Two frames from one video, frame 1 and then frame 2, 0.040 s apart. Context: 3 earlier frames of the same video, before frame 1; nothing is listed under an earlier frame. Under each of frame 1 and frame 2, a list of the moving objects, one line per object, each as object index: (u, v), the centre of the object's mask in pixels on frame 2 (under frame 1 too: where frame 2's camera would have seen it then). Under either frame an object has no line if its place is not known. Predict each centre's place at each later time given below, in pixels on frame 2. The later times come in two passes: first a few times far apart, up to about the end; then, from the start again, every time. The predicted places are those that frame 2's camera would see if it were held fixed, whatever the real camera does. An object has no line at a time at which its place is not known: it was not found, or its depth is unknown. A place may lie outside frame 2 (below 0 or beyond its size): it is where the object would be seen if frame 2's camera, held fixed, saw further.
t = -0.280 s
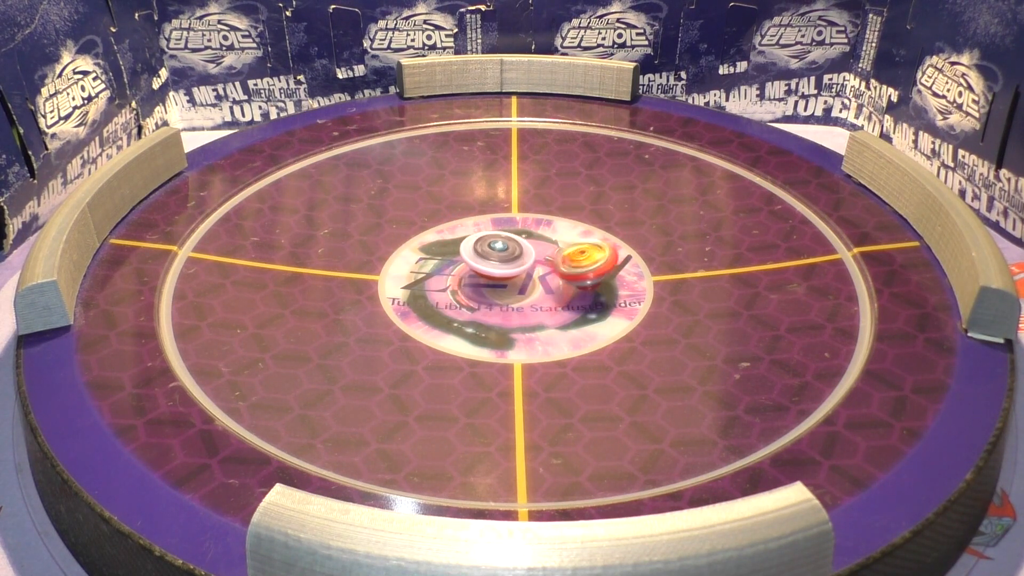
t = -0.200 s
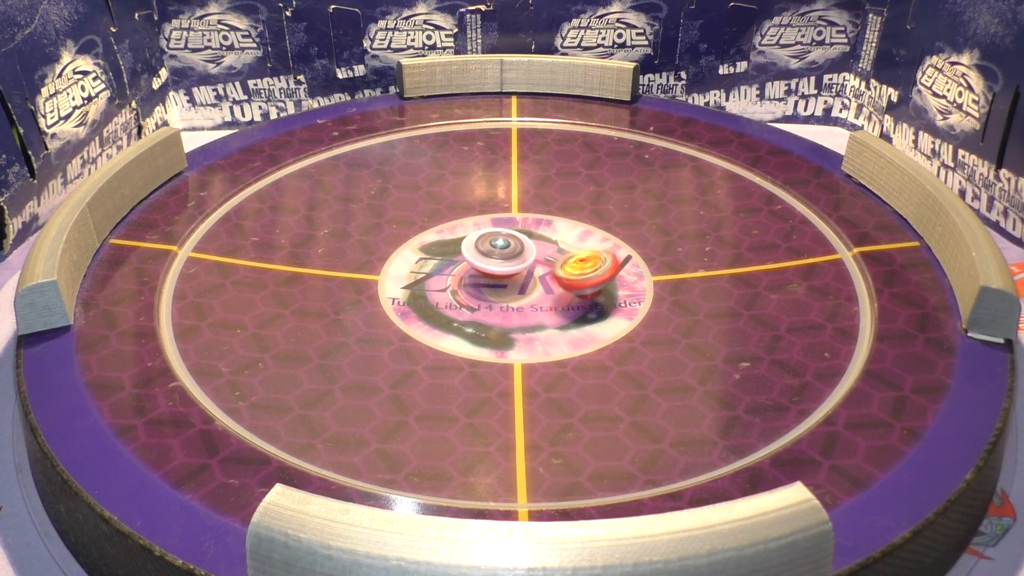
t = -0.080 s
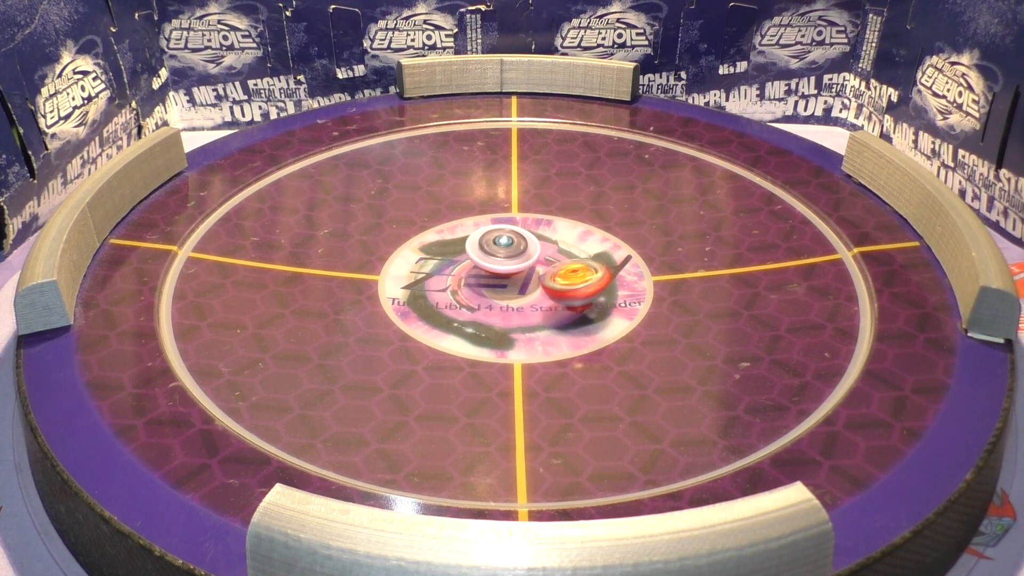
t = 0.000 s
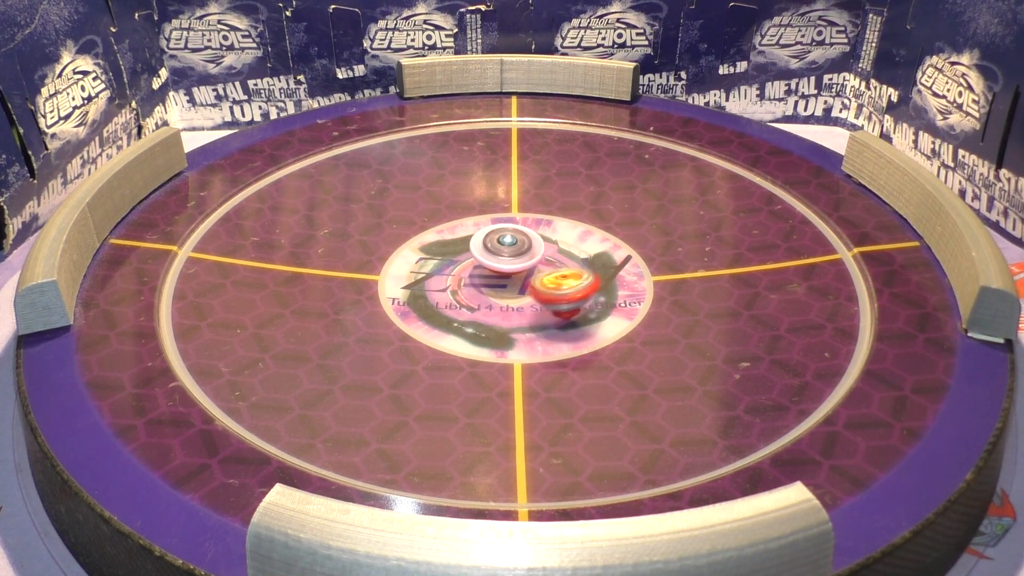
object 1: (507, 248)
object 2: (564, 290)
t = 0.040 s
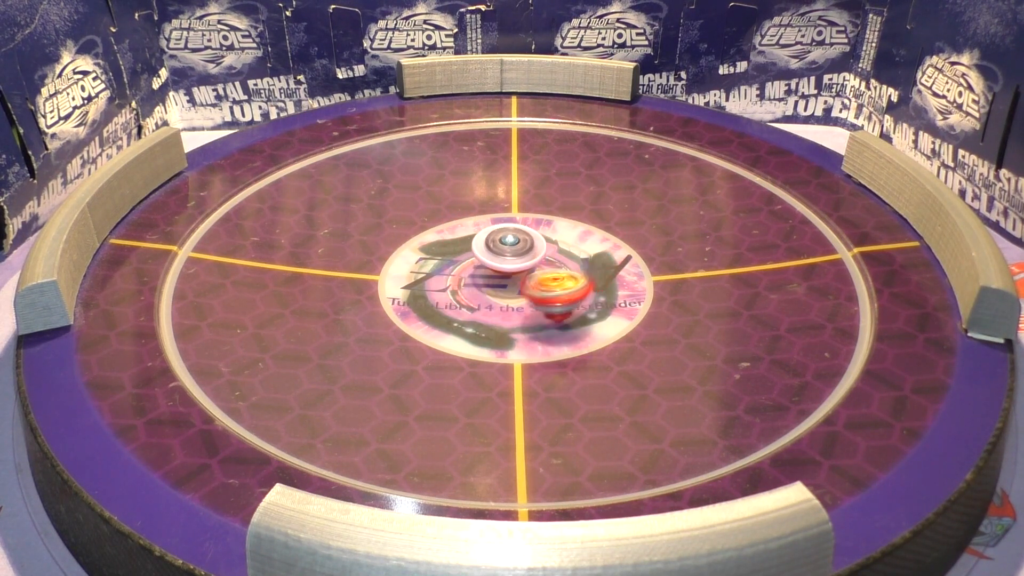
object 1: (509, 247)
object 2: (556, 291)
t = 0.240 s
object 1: (519, 249)
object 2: (514, 293)
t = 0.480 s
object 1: (531, 254)
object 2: (469, 280)
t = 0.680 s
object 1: (537, 260)
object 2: (455, 261)
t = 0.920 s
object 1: (538, 267)
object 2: (470, 240)
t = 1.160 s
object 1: (532, 279)
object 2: (508, 235)
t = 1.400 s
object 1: (517, 282)
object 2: (533, 242)
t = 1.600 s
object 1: (506, 276)
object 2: (559, 247)
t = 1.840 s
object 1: (505, 270)
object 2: (575, 259)
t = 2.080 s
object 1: (510, 267)
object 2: (579, 252)
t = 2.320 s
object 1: (505, 268)
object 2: (581, 258)
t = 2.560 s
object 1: (497, 264)
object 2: (566, 256)
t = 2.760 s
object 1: (498, 260)
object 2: (570, 259)
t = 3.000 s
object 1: (499, 255)
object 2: (576, 258)
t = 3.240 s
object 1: (501, 253)
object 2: (581, 257)
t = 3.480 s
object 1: (501, 250)
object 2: (567, 261)
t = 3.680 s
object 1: (500, 249)
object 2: (569, 261)
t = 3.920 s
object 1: (498, 249)
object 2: (564, 261)
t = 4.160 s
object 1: (495, 247)
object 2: (567, 262)
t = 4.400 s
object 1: (494, 248)
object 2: (560, 263)
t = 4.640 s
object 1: (491, 246)
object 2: (554, 265)
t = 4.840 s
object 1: (490, 246)
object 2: (546, 269)
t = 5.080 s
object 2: (539, 273)
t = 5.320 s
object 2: (533, 275)
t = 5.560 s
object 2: (525, 277)
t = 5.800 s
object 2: (526, 278)
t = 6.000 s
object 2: (526, 278)
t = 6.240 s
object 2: (526, 278)
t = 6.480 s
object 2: (526, 278)
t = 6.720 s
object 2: (526, 279)
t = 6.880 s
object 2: (527, 278)
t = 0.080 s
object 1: (511, 247)
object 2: (551, 293)
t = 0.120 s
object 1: (513, 247)
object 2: (541, 293)
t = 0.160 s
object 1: (514, 248)
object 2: (532, 295)
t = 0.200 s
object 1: (517, 248)
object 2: (523, 294)
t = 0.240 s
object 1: (519, 249)
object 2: (514, 293)
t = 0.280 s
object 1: (521, 249)
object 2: (508, 292)
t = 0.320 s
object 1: (523, 250)
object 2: (501, 290)
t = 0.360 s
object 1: (525, 250)
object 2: (491, 287)
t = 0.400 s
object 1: (527, 252)
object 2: (484, 286)
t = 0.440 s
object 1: (529, 253)
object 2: (476, 283)
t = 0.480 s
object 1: (531, 254)
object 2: (469, 280)
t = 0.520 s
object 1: (532, 255)
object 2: (465, 277)
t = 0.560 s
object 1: (533, 256)
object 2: (462, 274)
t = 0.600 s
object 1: (533, 257)
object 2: (459, 269)
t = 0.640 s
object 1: (533, 258)
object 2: (459, 265)
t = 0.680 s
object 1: (537, 260)
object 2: (455, 261)
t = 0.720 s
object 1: (539, 261)
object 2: (453, 257)
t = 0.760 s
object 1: (540, 262)
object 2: (455, 253)
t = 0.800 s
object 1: (540, 263)
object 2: (457, 249)
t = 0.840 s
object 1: (540, 265)
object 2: (460, 246)
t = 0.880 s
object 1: (539, 266)
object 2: (464, 243)
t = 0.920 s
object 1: (538, 267)
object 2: (470, 240)
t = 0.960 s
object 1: (537, 268)
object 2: (477, 239)
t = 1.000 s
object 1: (536, 270)
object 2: (482, 240)
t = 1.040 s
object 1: (534, 272)
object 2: (489, 238)
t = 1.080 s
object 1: (534, 274)
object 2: (495, 237)
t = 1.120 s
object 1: (535, 278)
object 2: (502, 234)
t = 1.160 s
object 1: (532, 279)
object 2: (508, 235)
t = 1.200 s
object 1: (531, 279)
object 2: (511, 235)
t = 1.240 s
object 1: (528, 280)
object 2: (515, 236)
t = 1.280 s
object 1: (526, 280)
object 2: (519, 236)
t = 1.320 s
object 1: (523, 281)
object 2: (523, 238)
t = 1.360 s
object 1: (521, 281)
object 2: (527, 241)
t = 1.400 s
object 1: (517, 282)
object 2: (533, 242)
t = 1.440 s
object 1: (512, 283)
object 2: (540, 243)
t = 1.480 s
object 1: (509, 281)
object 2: (544, 245)
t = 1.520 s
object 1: (506, 280)
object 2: (549, 244)
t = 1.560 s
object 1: (505, 278)
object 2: (555, 245)
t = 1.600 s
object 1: (506, 276)
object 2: (559, 247)
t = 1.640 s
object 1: (502, 277)
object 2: (568, 247)
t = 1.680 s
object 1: (499, 275)
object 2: (575, 252)
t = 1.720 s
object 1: (499, 273)
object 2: (579, 252)
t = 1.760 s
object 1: (503, 272)
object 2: (580, 253)
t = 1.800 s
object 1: (505, 271)
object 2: (577, 258)
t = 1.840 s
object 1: (505, 270)
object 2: (575, 259)
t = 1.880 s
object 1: (506, 269)
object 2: (575, 258)
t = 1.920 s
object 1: (510, 268)
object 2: (573, 260)
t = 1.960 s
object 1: (511, 268)
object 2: (572, 259)
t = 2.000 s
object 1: (512, 268)
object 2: (573, 253)
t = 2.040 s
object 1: (512, 267)
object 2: (574, 253)
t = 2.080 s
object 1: (510, 267)
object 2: (579, 252)
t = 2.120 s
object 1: (511, 267)
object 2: (584, 252)
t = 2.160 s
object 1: (510, 268)
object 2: (585, 251)
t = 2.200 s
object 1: (508, 268)
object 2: (585, 250)
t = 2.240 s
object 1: (508, 268)
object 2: (585, 251)
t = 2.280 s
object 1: (506, 268)
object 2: (584, 255)
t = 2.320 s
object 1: (505, 268)
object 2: (581, 258)
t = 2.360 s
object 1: (505, 268)
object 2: (575, 259)
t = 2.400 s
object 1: (504, 268)
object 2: (569, 260)
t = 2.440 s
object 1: (503, 267)
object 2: (564, 261)
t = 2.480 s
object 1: (503, 267)
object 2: (561, 259)
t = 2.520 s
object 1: (499, 266)
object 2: (563, 256)
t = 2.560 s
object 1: (497, 264)
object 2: (566, 256)
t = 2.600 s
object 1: (497, 263)
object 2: (567, 256)
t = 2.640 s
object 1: (497, 263)
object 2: (568, 254)
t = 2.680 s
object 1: (497, 262)
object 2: (570, 255)
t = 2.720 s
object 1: (498, 261)
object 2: (572, 258)
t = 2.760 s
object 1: (498, 260)
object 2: (570, 259)
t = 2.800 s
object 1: (498, 259)
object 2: (570, 259)
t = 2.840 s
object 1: (499, 258)
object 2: (569, 261)
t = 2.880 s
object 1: (501, 258)
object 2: (571, 260)
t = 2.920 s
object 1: (501, 257)
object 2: (572, 257)
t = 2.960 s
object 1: (502, 257)
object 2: (572, 258)
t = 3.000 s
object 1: (499, 255)
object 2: (576, 258)
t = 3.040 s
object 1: (499, 254)
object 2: (579, 257)
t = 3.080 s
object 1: (499, 254)
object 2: (582, 257)
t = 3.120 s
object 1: (500, 253)
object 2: (584, 256)
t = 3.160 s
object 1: (500, 252)
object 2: (584, 256)
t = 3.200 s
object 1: (501, 253)
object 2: (583, 257)
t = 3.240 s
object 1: (501, 253)
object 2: (581, 257)
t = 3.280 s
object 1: (502, 252)
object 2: (578, 258)
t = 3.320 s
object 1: (503, 252)
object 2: (575, 259)
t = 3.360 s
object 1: (502, 252)
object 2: (573, 260)
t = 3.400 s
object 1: (502, 251)
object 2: (570, 261)
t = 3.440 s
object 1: (501, 251)
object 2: (569, 261)
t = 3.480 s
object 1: (501, 250)
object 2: (567, 261)
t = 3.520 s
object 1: (500, 251)
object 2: (566, 261)
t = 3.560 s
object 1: (500, 251)
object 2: (566, 261)
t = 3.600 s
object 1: (500, 250)
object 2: (566, 261)
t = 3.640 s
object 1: (500, 250)
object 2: (566, 261)
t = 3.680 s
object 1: (500, 249)
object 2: (569, 261)
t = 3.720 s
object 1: (500, 249)
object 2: (570, 261)
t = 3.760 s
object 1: (500, 250)
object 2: (570, 261)
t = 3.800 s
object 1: (499, 249)
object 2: (569, 261)
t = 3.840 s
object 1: (499, 249)
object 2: (568, 261)
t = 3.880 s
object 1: (498, 249)
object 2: (566, 261)
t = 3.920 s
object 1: (498, 249)
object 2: (564, 261)
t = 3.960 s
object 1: (497, 249)
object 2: (563, 261)
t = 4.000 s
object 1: (496, 247)
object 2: (565, 262)
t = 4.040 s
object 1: (497, 247)
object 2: (567, 262)
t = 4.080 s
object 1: (497, 248)
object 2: (568, 261)
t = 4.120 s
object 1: (495, 248)
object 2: (568, 261)
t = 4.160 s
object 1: (495, 247)
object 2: (567, 262)
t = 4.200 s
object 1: (496, 247)
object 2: (566, 261)
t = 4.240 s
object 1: (495, 248)
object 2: (565, 262)
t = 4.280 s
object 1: (495, 248)
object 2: (564, 262)
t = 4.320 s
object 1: (495, 248)
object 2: (563, 262)
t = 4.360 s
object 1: (495, 248)
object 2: (561, 262)
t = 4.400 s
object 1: (494, 248)
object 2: (560, 263)
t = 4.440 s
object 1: (494, 247)
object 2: (559, 263)
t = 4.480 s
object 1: (494, 247)
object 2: (559, 263)
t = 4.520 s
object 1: (494, 248)
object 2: (559, 263)
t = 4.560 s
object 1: (493, 248)
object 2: (558, 264)
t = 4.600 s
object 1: (492, 247)
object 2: (556, 264)
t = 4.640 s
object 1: (491, 246)
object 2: (554, 265)
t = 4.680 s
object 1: (491, 246)
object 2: (553, 267)
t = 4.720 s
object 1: (492, 246)
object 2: (550, 267)
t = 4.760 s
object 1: (491, 246)
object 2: (548, 268)
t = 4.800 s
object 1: (490, 246)
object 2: (547, 268)
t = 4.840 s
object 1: (490, 246)
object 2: (546, 269)
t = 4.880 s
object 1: (490, 246)
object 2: (546, 269)
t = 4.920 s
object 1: (490, 247)
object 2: (545, 270)
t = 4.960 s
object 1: (489, 247)
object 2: (543, 271)
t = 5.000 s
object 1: (489, 246)
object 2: (542, 272)
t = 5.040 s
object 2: (540, 273)
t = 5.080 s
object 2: (539, 273)
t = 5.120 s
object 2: (538, 273)
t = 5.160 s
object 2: (537, 274)
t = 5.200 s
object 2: (536, 274)
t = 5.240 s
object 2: (536, 274)
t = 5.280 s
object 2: (534, 275)
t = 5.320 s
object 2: (533, 275)
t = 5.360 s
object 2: (530, 276)
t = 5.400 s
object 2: (528, 276)
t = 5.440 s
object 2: (526, 277)
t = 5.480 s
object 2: (525, 277)
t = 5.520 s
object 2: (525, 277)
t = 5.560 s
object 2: (525, 277)
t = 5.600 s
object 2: (526, 277)
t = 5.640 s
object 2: (526, 278)
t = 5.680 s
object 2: (526, 278)
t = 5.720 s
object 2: (526, 278)
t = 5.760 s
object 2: (526, 278)
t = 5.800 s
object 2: (526, 278)
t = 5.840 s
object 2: (526, 278)
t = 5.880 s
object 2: (526, 278)
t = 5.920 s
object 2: (526, 278)
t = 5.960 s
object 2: (526, 278)
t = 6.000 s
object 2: (526, 278)
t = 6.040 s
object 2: (526, 278)
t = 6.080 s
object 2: (526, 278)
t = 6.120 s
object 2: (526, 278)
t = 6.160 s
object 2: (526, 278)
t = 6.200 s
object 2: (526, 278)
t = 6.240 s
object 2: (526, 278)
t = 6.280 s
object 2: (526, 278)
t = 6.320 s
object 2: (526, 278)
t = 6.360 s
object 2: (526, 278)
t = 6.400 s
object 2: (526, 278)
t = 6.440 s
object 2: (526, 278)
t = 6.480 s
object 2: (526, 278)
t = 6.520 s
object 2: (526, 278)
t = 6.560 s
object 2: (526, 278)
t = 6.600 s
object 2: (526, 278)
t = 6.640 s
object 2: (525, 278)
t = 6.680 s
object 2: (526, 278)
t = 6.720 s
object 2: (526, 279)
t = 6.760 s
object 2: (527, 278)
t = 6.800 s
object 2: (527, 278)
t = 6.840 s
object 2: (527, 278)
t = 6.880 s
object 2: (527, 278)
